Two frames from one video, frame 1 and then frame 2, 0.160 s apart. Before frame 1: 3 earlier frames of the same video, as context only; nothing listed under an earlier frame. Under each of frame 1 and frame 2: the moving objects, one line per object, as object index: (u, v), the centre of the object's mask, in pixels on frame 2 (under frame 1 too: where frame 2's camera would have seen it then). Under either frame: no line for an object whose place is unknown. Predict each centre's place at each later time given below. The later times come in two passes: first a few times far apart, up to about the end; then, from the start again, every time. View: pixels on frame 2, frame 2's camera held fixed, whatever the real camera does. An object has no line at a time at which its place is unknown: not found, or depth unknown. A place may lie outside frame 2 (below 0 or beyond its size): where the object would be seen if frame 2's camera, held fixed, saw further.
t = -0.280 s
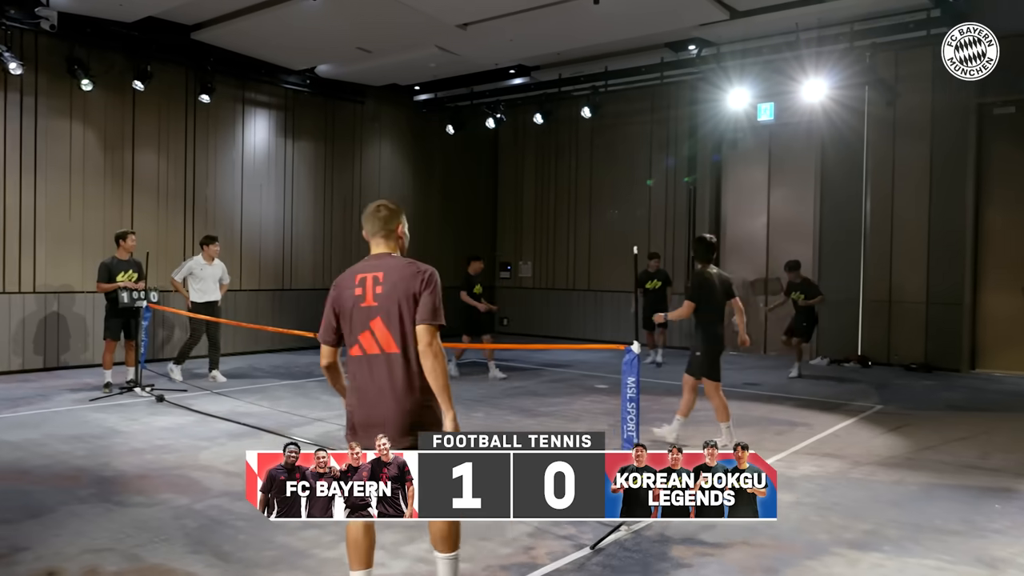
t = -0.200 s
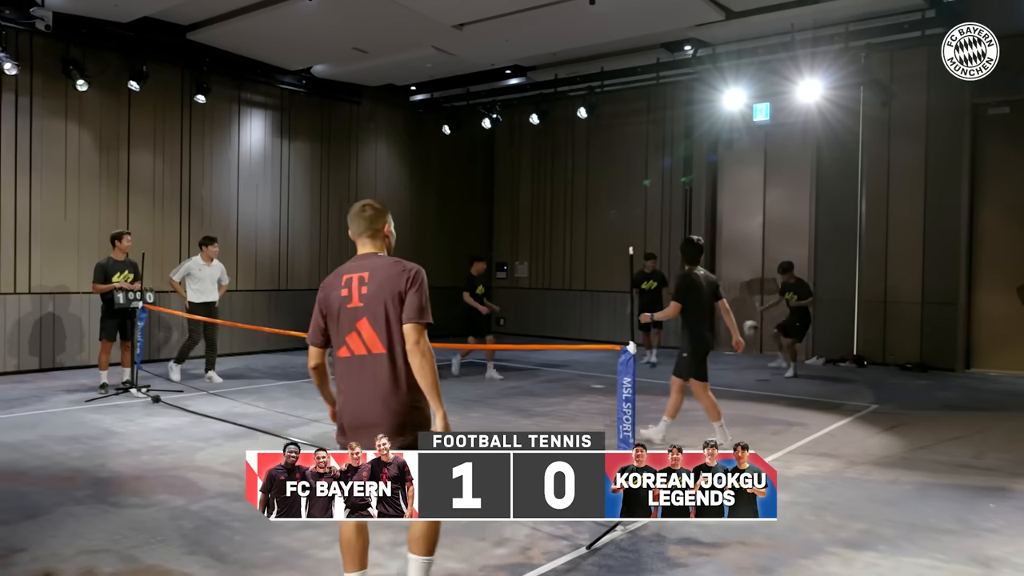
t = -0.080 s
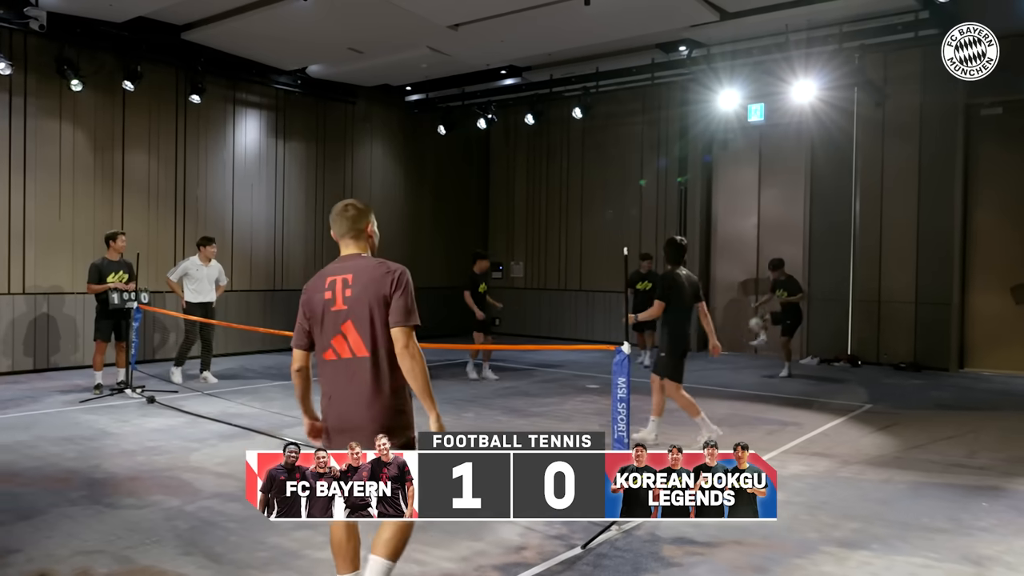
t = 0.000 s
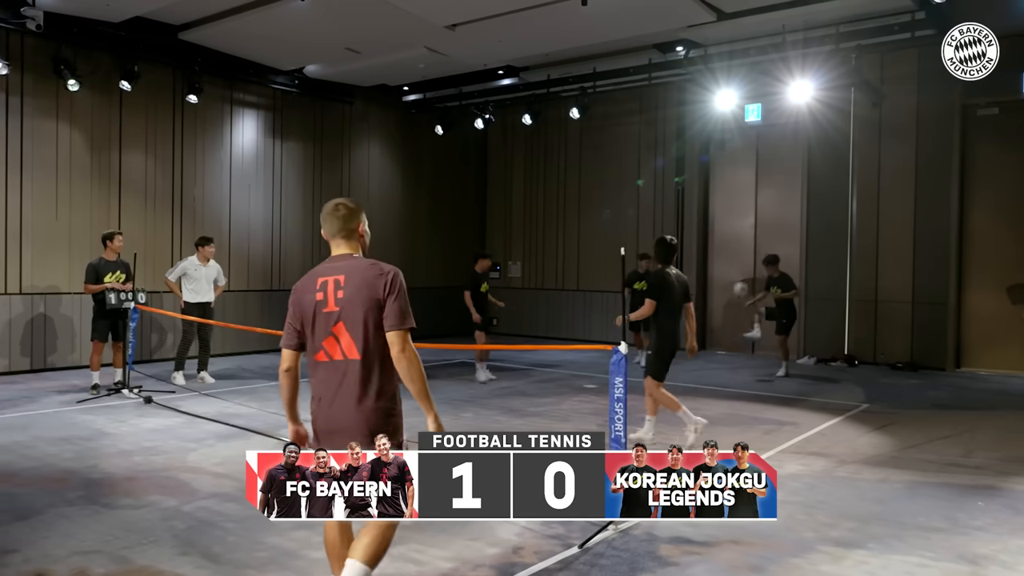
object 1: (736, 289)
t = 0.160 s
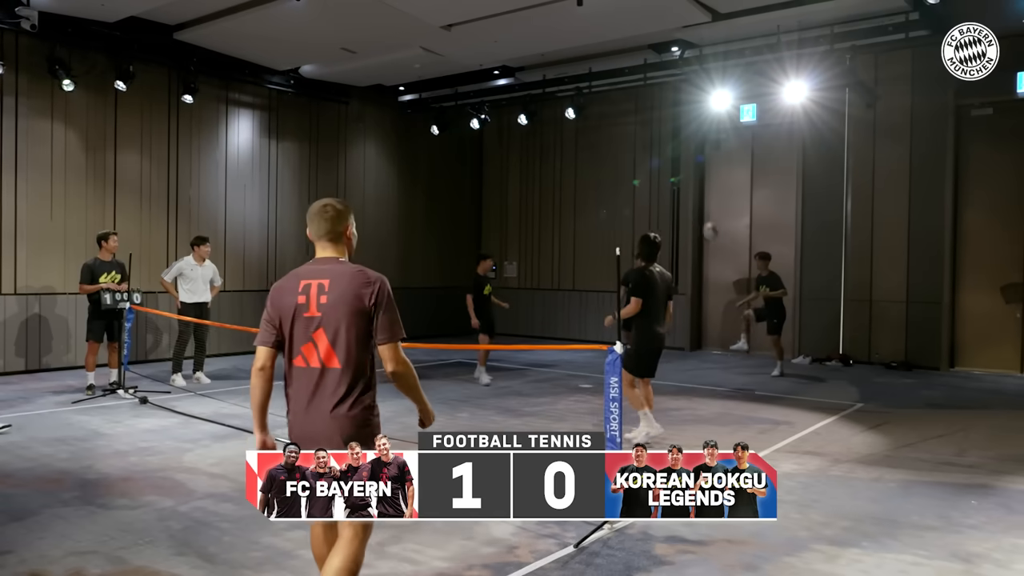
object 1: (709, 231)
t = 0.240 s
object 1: (696, 207)
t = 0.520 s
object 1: (644, 160)
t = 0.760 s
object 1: (595, 170)
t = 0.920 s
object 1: (559, 206)
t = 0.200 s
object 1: (702, 219)
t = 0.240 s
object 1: (696, 207)
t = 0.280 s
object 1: (689, 197)
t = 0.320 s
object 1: (681, 188)
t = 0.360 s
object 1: (675, 180)
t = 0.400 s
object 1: (668, 173)
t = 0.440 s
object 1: (660, 168)
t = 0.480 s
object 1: (652, 163)
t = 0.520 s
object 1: (644, 160)
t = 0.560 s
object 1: (636, 158)
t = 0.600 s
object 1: (628, 158)
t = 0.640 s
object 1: (620, 159)
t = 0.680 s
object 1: (612, 161)
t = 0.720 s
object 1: (604, 165)
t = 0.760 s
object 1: (595, 170)
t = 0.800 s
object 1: (586, 176)
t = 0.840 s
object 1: (577, 184)
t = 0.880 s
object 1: (568, 194)
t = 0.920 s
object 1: (559, 206)
